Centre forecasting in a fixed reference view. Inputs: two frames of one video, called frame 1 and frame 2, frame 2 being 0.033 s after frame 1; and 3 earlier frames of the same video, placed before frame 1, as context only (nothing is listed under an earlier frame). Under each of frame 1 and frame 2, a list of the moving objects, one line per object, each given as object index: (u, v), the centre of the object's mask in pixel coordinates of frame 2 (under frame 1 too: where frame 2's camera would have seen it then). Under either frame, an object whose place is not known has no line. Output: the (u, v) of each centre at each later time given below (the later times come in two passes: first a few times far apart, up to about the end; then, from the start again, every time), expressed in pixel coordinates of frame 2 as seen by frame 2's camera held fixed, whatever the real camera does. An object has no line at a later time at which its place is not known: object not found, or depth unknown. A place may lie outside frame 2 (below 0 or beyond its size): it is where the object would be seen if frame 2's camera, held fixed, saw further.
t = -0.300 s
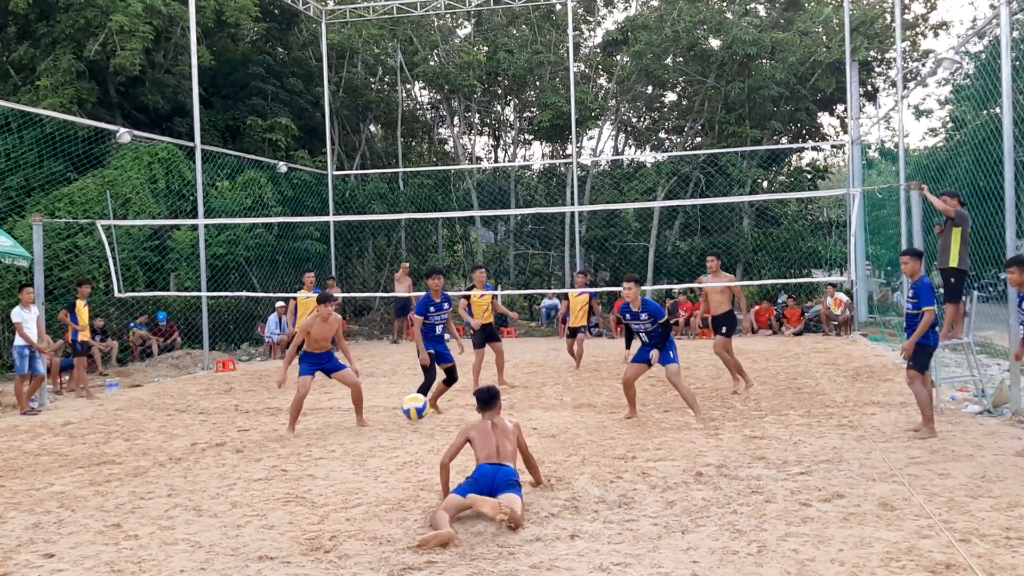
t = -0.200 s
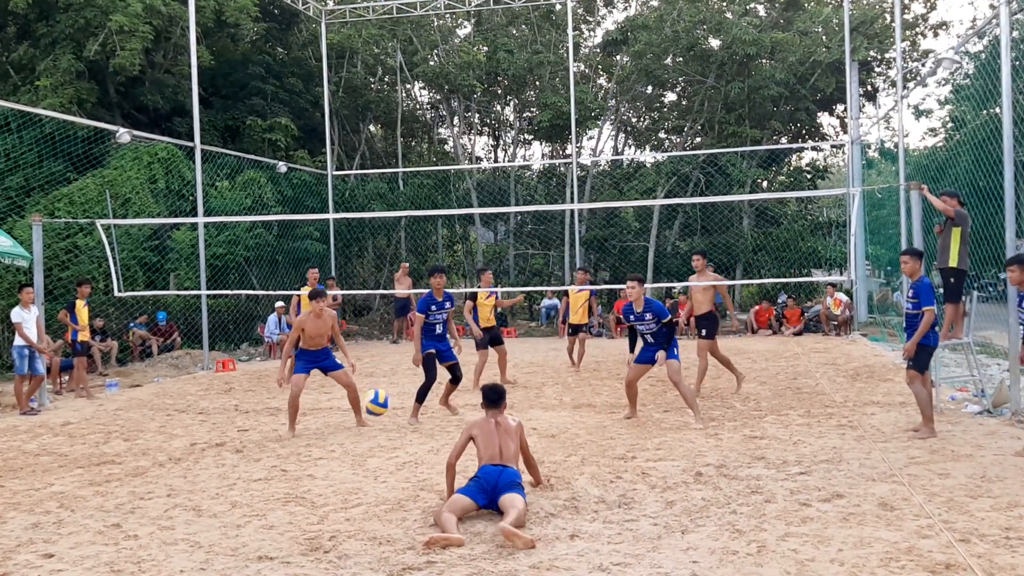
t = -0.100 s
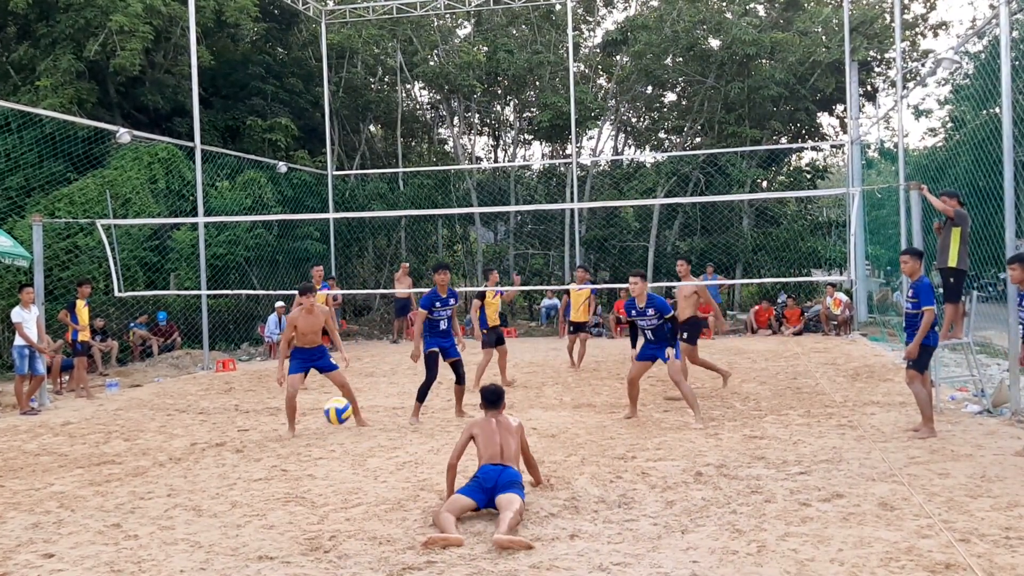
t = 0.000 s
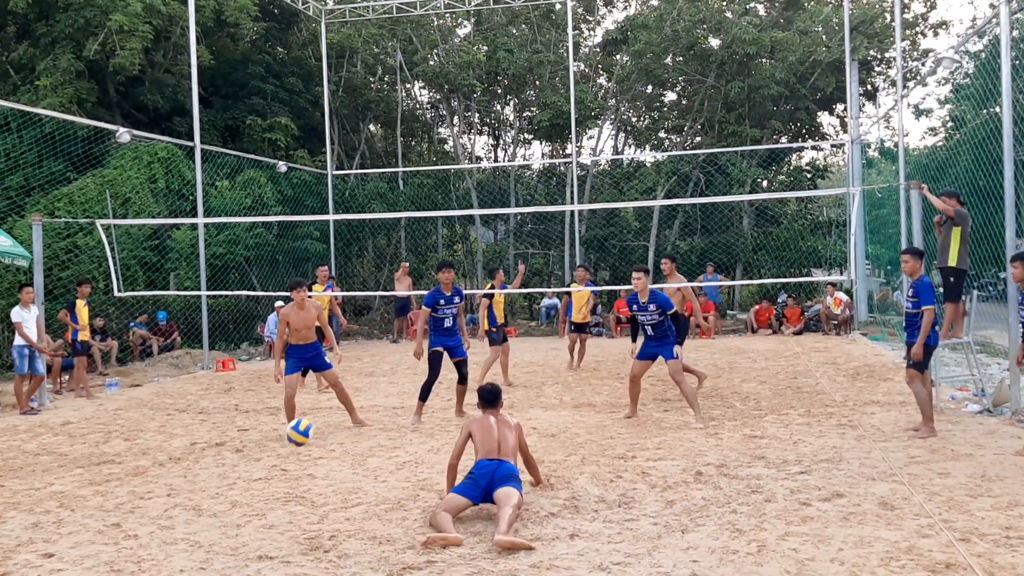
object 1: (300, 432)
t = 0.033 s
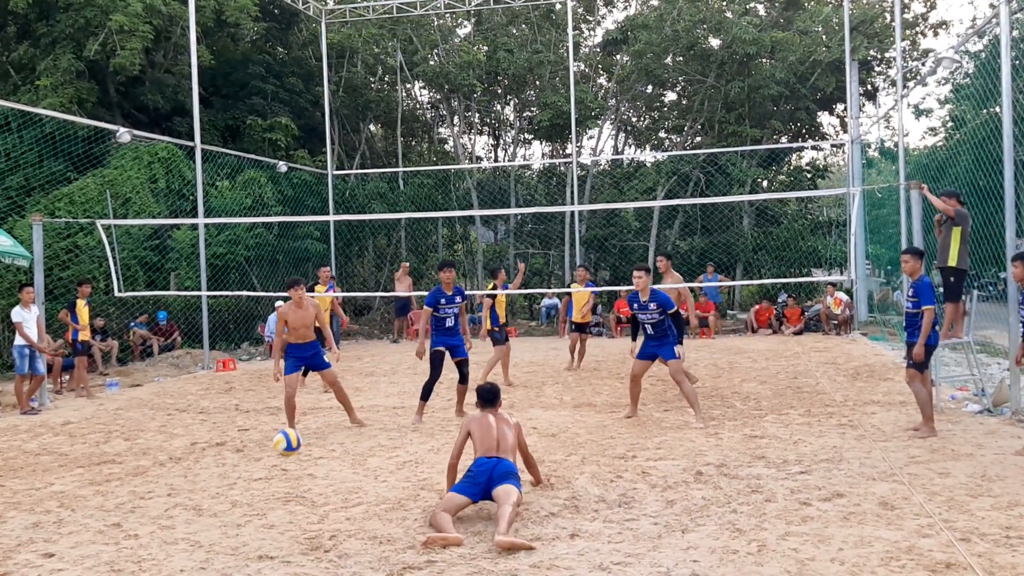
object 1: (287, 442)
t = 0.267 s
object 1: (209, 476)
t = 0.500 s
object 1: (135, 499)
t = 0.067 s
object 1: (275, 454)
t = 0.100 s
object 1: (262, 466)
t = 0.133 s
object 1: (250, 482)
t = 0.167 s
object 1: (239, 484)
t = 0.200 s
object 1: (230, 479)
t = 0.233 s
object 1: (219, 477)
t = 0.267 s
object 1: (209, 476)
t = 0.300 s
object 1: (198, 476)
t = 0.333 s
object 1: (187, 478)
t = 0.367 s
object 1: (176, 482)
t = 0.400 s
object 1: (165, 487)
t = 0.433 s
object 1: (155, 494)
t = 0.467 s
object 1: (145, 500)
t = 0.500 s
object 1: (135, 499)
